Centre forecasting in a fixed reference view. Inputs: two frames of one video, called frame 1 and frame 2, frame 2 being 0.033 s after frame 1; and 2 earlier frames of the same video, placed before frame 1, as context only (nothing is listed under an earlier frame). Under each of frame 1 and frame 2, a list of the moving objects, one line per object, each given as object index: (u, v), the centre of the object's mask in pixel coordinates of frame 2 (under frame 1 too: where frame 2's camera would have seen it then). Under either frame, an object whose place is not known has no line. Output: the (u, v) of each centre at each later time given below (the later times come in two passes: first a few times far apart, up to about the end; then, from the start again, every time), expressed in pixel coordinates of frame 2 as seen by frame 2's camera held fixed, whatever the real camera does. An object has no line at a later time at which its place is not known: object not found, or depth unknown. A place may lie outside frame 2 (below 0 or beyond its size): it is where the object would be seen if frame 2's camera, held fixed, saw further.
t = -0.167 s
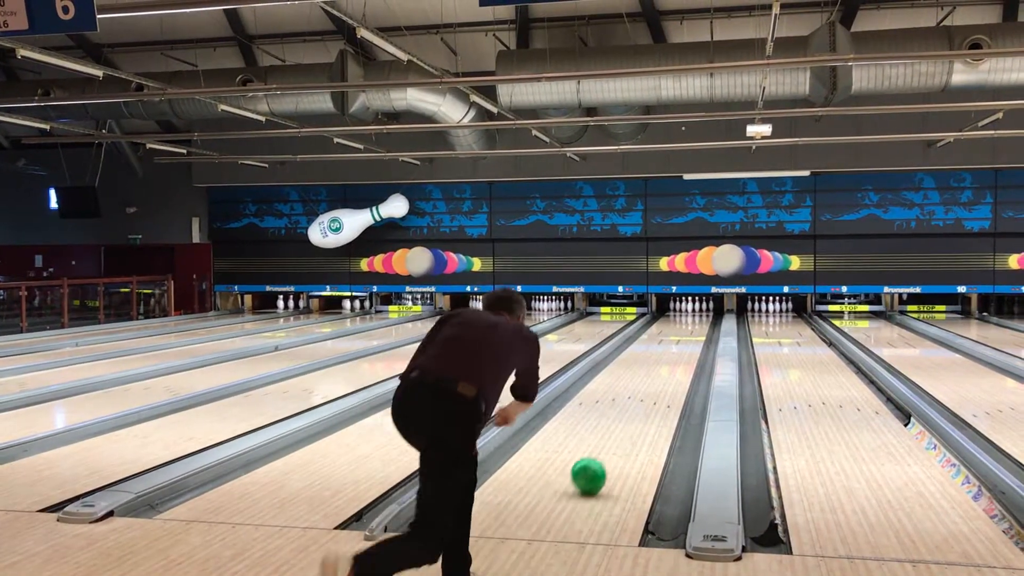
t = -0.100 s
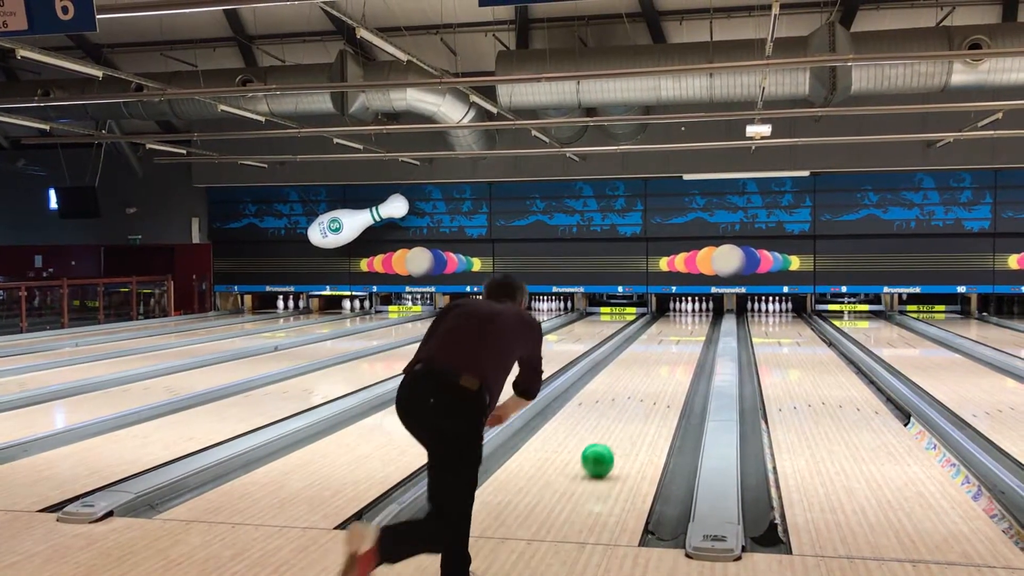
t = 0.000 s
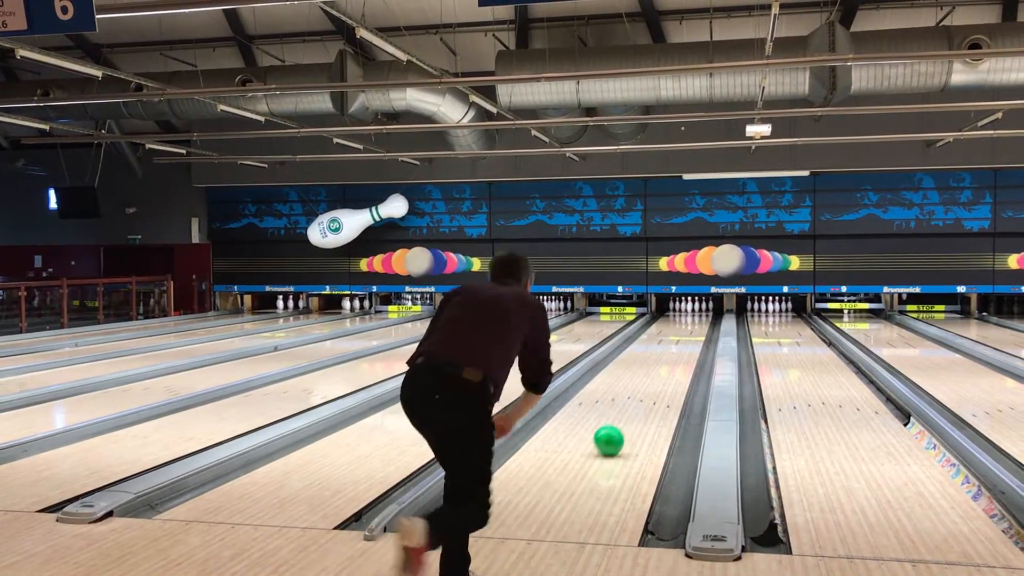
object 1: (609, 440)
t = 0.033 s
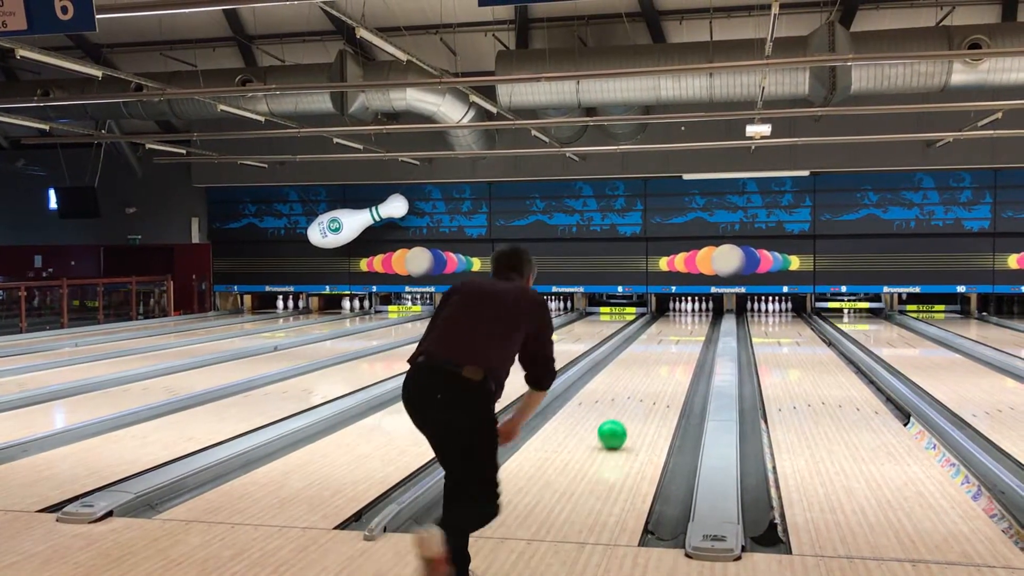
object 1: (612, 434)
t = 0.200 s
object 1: (626, 410)
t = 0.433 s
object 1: (640, 385)
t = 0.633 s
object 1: (649, 369)
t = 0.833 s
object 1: (656, 357)
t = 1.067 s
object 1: (663, 346)
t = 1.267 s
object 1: (667, 339)
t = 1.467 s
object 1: (671, 332)
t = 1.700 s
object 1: (675, 326)
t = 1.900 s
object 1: (678, 321)
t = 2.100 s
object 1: (679, 318)
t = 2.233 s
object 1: (681, 315)
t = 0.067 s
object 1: (615, 429)
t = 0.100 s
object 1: (618, 424)
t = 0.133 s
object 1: (621, 419)
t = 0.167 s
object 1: (624, 414)
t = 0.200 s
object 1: (626, 410)
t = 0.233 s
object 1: (628, 406)
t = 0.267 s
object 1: (631, 402)
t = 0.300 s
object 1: (633, 398)
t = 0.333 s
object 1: (635, 395)
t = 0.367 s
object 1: (637, 391)
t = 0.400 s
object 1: (638, 388)
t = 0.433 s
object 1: (640, 385)
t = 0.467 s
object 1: (642, 382)
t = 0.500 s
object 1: (644, 379)
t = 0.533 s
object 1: (645, 376)
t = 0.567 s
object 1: (647, 374)
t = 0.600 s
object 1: (648, 372)
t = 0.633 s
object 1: (649, 369)
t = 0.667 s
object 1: (650, 367)
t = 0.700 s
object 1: (652, 365)
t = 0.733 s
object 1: (653, 363)
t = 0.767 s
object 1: (654, 361)
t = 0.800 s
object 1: (655, 359)
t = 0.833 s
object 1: (656, 357)
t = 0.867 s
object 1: (657, 355)
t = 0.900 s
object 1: (659, 354)
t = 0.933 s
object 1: (660, 352)
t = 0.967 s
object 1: (660, 351)
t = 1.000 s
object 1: (661, 349)
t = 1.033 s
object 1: (662, 347)
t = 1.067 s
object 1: (663, 346)
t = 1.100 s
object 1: (664, 345)
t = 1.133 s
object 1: (665, 343)
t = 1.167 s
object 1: (666, 342)
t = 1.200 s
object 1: (666, 341)
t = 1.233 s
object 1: (667, 340)
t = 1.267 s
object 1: (667, 339)
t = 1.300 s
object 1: (668, 338)
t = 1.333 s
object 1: (669, 336)
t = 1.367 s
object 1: (670, 336)
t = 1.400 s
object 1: (670, 334)
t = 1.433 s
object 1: (671, 333)
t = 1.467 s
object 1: (671, 332)
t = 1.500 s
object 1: (672, 332)
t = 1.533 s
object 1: (672, 330)
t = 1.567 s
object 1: (673, 329)
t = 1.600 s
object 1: (674, 328)
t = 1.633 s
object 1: (674, 328)
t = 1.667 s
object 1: (674, 327)
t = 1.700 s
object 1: (675, 326)
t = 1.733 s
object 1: (675, 325)
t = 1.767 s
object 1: (676, 324)
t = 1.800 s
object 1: (676, 323)
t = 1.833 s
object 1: (677, 322)
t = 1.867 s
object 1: (677, 322)
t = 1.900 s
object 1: (678, 321)
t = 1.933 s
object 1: (678, 320)
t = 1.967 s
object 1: (678, 320)
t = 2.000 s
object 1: (678, 319)
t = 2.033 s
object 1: (679, 319)
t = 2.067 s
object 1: (679, 318)
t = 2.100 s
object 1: (679, 318)
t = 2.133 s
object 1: (680, 317)
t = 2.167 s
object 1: (680, 317)
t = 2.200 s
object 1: (680, 316)
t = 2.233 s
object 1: (681, 315)
